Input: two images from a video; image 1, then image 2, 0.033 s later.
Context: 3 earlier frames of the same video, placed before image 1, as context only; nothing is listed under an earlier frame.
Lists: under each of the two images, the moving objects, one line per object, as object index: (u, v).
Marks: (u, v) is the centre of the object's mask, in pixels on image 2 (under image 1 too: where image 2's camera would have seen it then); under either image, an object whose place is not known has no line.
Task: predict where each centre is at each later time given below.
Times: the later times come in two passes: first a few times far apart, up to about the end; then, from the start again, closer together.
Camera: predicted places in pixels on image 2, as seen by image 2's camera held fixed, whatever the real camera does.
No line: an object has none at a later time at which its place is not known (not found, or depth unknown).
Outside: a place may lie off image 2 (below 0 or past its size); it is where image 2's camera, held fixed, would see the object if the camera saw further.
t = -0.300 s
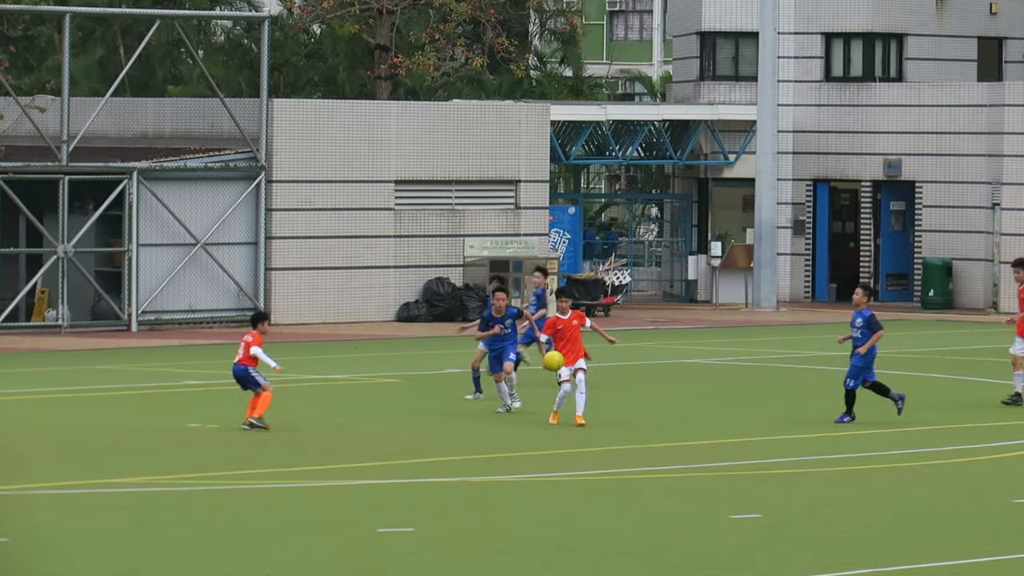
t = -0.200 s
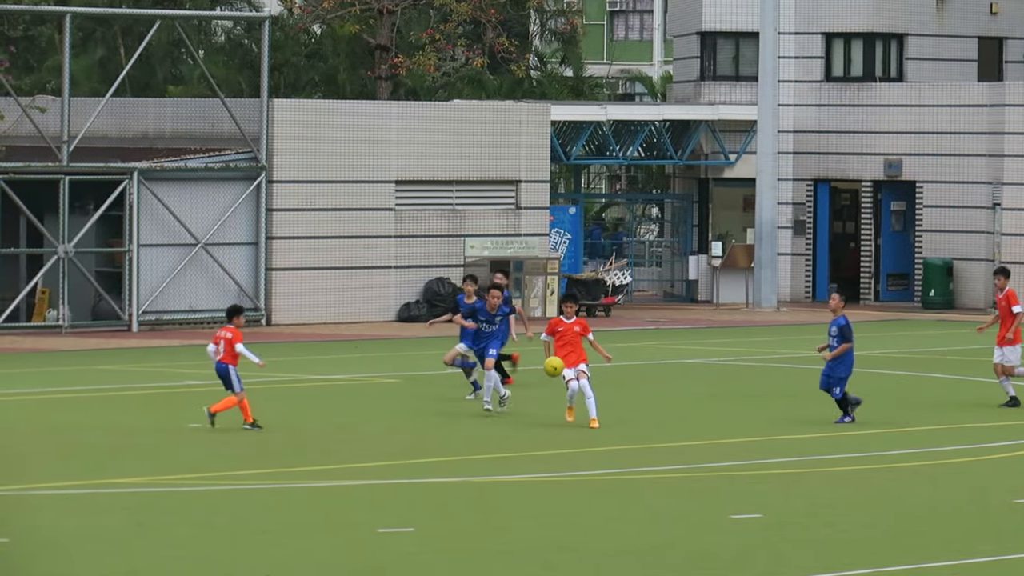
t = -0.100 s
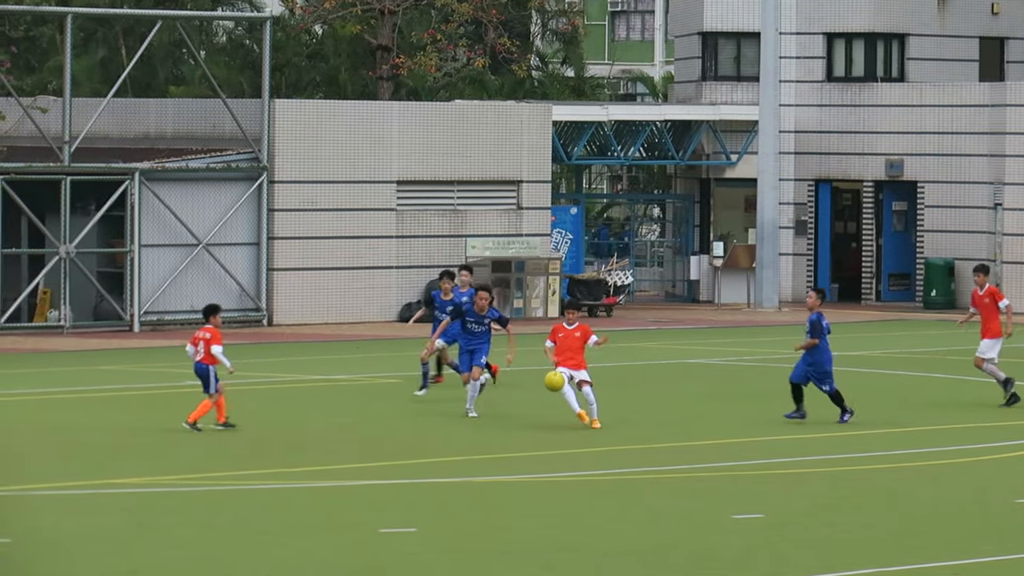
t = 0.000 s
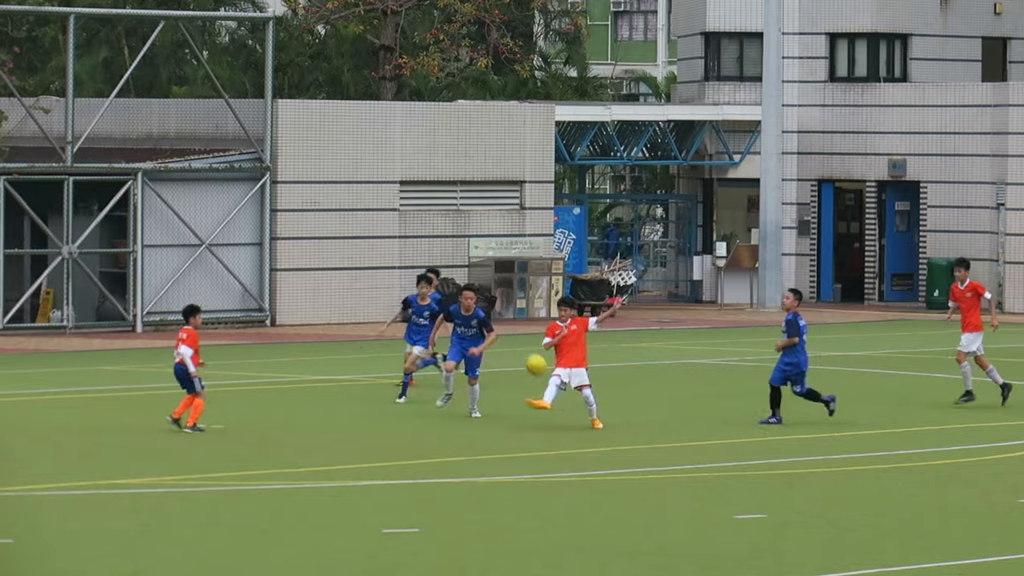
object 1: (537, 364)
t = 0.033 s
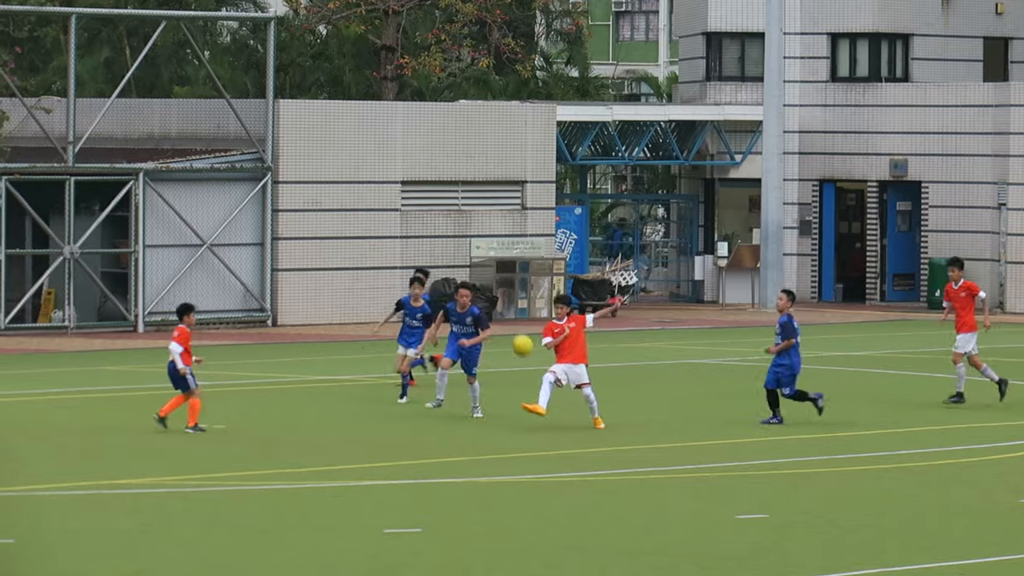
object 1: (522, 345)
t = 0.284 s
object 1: (411, 231)
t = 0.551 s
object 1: (290, 170)
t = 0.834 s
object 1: (161, 175)
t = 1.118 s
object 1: (32, 259)
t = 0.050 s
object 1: (515, 336)
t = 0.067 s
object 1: (507, 326)
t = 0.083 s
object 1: (500, 318)
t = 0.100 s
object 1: (492, 309)
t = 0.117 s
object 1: (485, 301)
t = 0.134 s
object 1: (478, 293)
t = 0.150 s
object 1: (470, 286)
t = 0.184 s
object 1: (455, 270)
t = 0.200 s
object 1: (448, 263)
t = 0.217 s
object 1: (440, 256)
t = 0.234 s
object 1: (433, 249)
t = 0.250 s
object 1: (425, 243)
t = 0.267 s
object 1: (418, 237)
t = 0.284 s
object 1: (411, 231)
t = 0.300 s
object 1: (403, 225)
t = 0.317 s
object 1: (395, 220)
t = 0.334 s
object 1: (388, 215)
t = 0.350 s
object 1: (380, 210)
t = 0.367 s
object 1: (374, 205)
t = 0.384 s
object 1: (365, 201)
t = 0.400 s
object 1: (357, 196)
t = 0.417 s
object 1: (351, 192)
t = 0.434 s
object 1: (343, 189)
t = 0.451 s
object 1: (336, 186)
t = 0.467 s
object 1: (328, 183)
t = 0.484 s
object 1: (321, 180)
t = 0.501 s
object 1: (313, 177)
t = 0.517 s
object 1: (306, 174)
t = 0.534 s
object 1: (298, 172)
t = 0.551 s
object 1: (290, 170)
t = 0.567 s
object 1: (282, 168)
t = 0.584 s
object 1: (275, 166)
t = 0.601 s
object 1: (267, 165)
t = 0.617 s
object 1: (260, 164)
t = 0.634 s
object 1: (253, 163)
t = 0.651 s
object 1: (245, 163)
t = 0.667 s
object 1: (237, 163)
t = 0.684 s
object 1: (230, 163)
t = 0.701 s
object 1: (222, 163)
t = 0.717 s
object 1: (214, 163)
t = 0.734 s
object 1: (207, 164)
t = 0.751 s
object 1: (199, 166)
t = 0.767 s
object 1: (191, 167)
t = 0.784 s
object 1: (184, 169)
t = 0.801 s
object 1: (176, 171)
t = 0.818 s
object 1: (169, 173)
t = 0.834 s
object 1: (161, 175)
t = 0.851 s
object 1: (154, 178)
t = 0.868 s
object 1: (147, 181)
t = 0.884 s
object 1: (139, 185)
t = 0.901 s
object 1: (131, 188)
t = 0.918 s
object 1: (124, 192)
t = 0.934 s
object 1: (117, 196)
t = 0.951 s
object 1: (109, 201)
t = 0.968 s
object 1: (102, 205)
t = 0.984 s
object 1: (94, 210)
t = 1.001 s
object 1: (86, 215)
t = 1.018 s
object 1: (79, 220)
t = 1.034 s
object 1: (71, 227)
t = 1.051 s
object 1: (63, 232)
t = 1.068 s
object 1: (55, 239)
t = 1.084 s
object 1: (48, 246)
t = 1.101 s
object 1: (40, 252)
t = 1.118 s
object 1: (32, 259)
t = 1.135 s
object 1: (24, 266)
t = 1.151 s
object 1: (16, 274)
